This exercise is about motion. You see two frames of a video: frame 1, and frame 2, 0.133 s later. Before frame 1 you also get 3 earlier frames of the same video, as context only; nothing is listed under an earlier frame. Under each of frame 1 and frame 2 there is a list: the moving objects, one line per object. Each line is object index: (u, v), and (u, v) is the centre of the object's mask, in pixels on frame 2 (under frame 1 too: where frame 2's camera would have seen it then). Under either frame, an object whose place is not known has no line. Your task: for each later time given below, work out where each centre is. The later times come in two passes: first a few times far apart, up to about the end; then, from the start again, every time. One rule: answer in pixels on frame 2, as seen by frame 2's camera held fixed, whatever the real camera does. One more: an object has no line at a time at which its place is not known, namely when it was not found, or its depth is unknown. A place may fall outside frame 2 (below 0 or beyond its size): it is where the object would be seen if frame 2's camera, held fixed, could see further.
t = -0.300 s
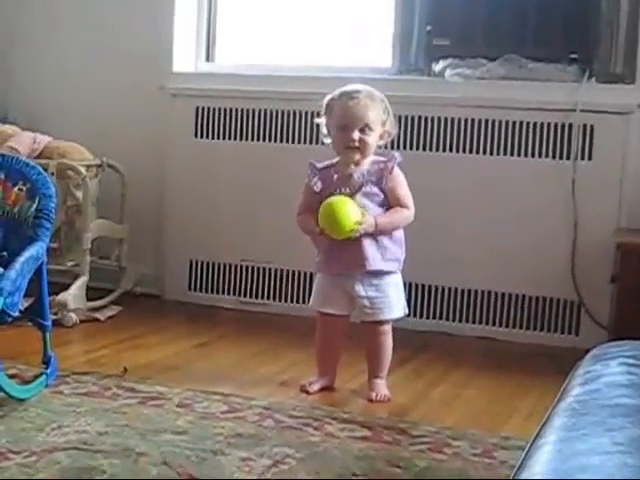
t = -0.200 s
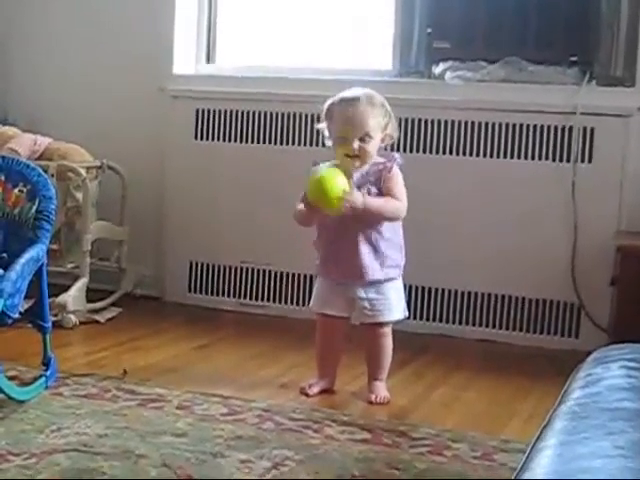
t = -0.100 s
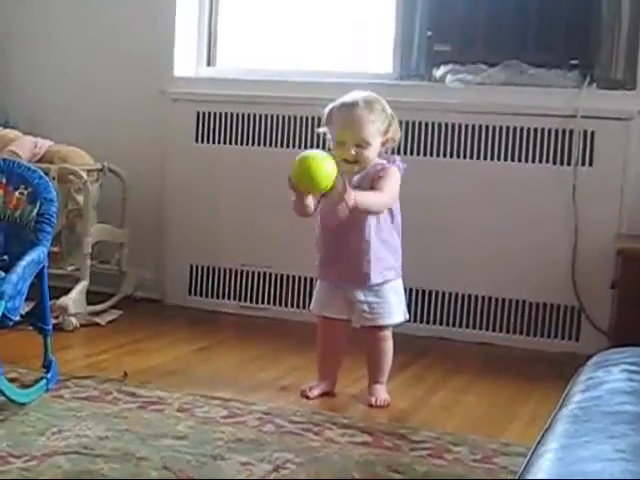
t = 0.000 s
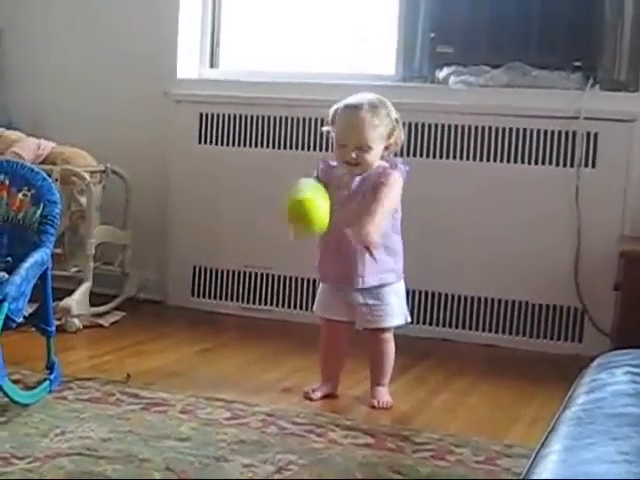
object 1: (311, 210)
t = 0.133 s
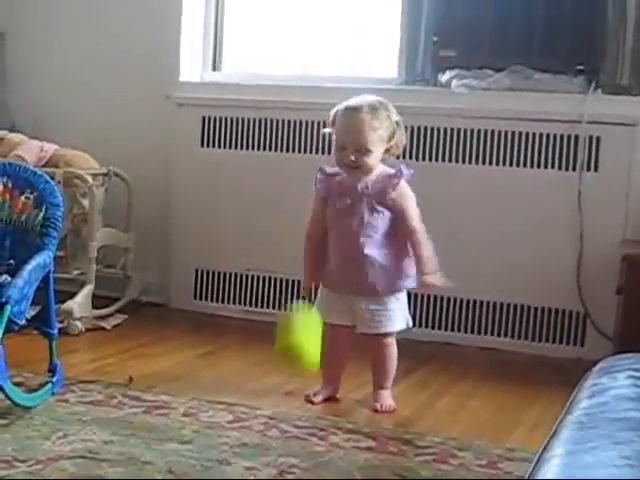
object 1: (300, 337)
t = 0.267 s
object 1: (283, 375)
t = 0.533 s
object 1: (234, 373)
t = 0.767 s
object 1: (194, 417)
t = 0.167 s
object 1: (296, 382)
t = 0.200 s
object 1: (292, 421)
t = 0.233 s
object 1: (288, 397)
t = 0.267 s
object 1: (283, 375)
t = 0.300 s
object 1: (278, 357)
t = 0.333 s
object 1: (271, 345)
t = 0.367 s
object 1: (267, 337)
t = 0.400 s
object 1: (259, 335)
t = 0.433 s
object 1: (254, 336)
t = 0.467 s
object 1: (248, 342)
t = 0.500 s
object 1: (242, 354)
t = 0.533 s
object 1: (234, 373)
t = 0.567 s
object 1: (226, 396)
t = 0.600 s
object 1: (218, 421)
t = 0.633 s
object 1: (212, 427)
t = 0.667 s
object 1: (209, 420)
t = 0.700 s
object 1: (204, 415)
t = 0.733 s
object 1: (199, 413)
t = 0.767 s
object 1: (194, 417)
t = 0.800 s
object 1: (189, 426)
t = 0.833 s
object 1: (184, 441)
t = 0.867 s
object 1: (178, 452)
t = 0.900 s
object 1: (173, 452)
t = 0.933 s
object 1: (168, 453)
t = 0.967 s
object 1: (163, 456)
